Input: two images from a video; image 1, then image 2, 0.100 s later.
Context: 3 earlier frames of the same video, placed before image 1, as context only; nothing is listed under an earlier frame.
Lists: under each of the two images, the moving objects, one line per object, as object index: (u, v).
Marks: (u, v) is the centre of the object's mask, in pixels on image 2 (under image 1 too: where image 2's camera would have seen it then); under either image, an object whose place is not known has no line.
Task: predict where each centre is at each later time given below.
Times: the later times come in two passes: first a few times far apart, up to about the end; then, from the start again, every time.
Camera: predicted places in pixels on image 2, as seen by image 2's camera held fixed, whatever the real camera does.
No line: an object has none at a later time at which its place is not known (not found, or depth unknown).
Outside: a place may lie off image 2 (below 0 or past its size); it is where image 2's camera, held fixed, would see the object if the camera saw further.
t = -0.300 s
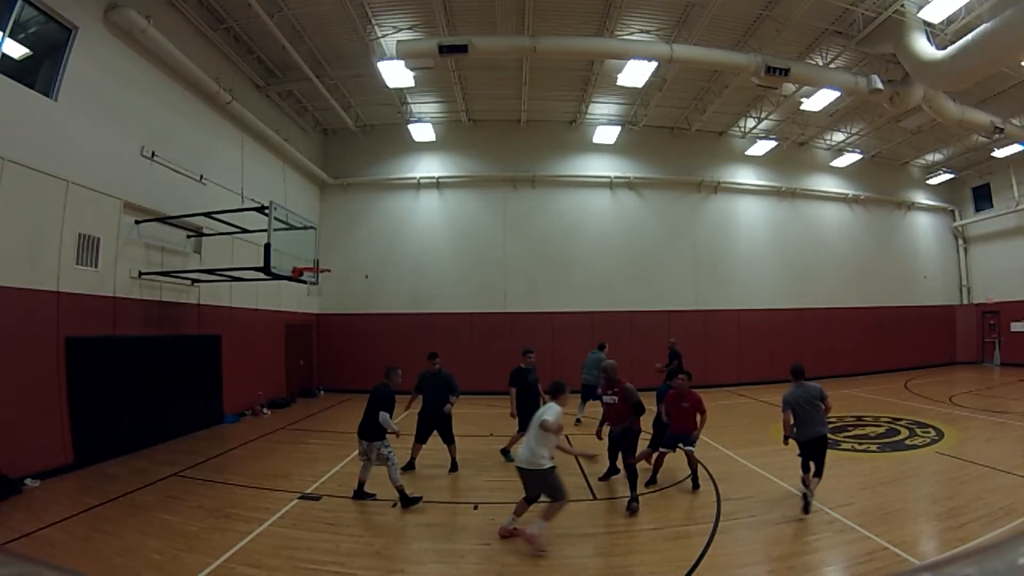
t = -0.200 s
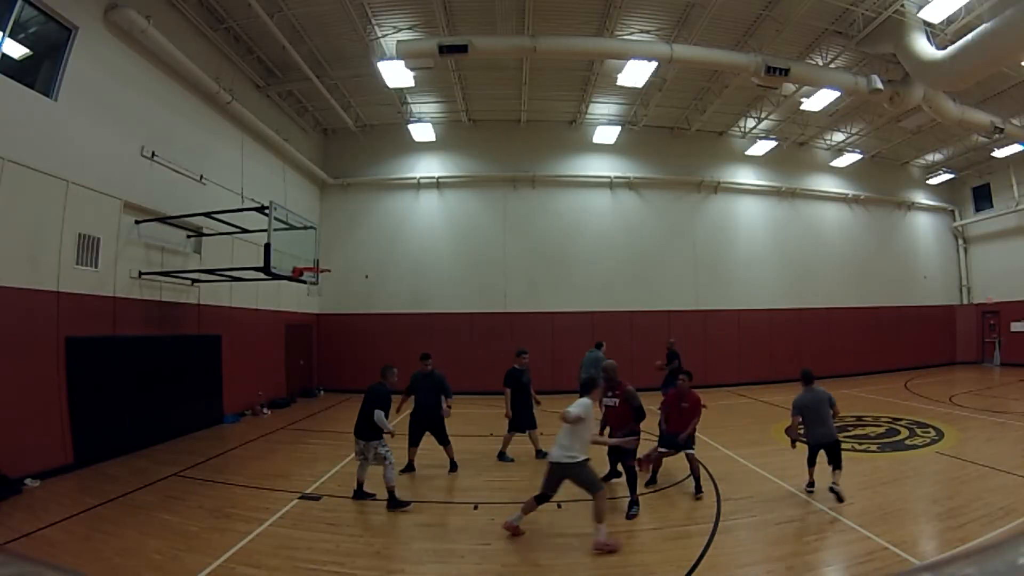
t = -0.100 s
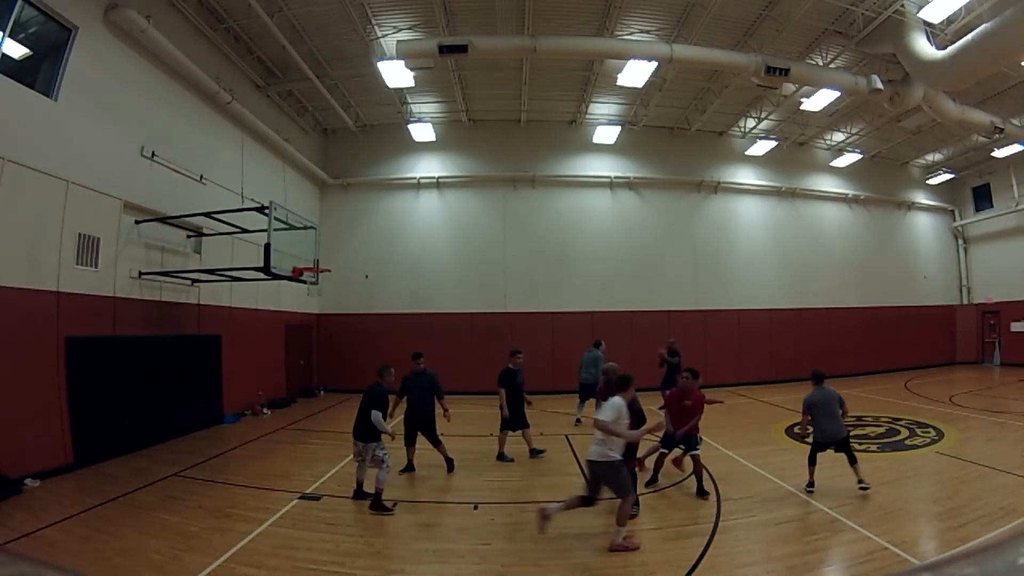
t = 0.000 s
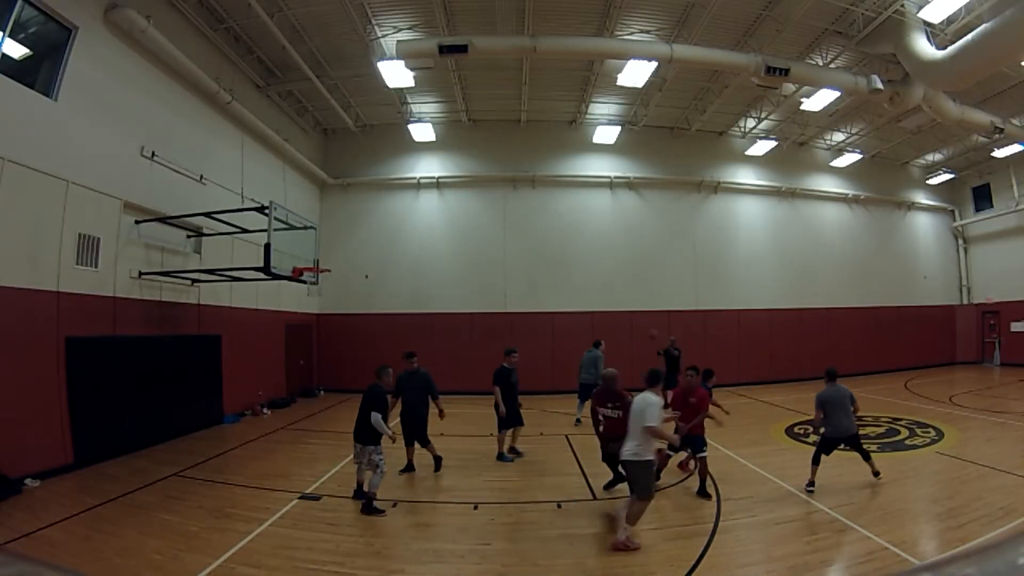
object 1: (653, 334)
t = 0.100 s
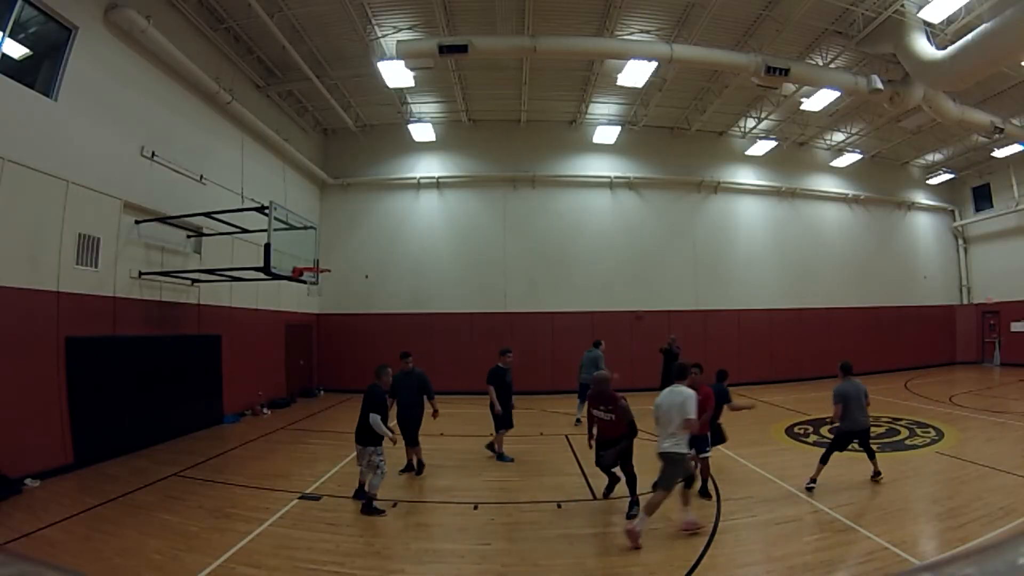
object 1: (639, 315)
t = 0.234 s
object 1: (617, 292)
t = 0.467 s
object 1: (566, 264)
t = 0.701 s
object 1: (489, 263)
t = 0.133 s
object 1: (634, 309)
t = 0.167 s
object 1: (629, 303)
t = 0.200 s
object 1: (623, 298)
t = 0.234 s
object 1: (617, 292)
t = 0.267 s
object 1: (611, 287)
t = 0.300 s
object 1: (604, 282)
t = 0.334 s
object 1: (598, 277)
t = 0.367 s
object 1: (590, 273)
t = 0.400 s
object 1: (583, 270)
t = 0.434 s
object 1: (575, 266)
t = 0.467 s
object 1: (566, 264)
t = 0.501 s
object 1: (557, 262)
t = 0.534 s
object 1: (547, 260)
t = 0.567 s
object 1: (537, 259)
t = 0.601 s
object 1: (527, 259)
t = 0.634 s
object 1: (515, 259)
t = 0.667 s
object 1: (503, 261)
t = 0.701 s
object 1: (489, 263)
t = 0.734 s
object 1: (476, 267)
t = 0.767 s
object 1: (460, 271)
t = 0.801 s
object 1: (445, 277)
